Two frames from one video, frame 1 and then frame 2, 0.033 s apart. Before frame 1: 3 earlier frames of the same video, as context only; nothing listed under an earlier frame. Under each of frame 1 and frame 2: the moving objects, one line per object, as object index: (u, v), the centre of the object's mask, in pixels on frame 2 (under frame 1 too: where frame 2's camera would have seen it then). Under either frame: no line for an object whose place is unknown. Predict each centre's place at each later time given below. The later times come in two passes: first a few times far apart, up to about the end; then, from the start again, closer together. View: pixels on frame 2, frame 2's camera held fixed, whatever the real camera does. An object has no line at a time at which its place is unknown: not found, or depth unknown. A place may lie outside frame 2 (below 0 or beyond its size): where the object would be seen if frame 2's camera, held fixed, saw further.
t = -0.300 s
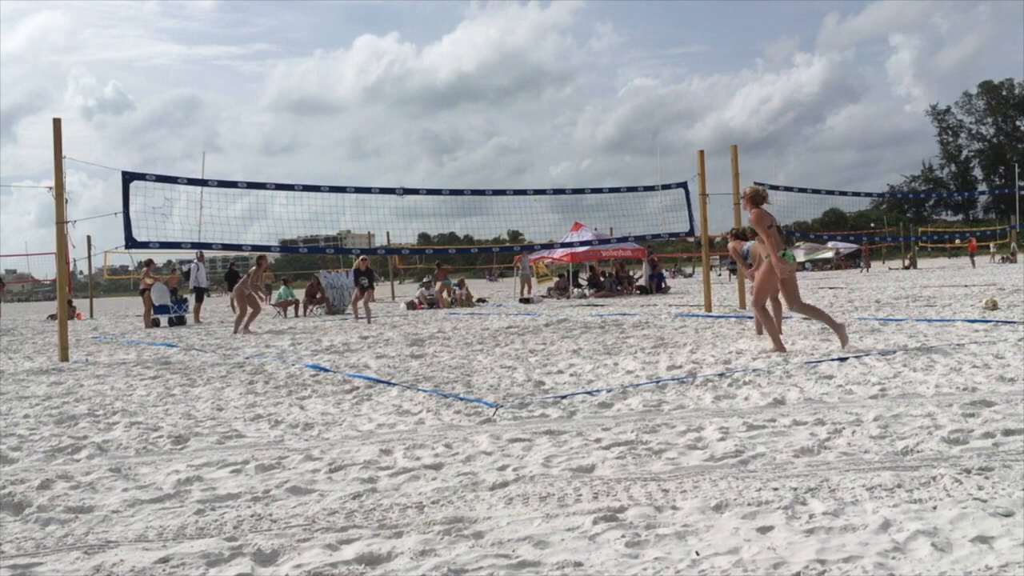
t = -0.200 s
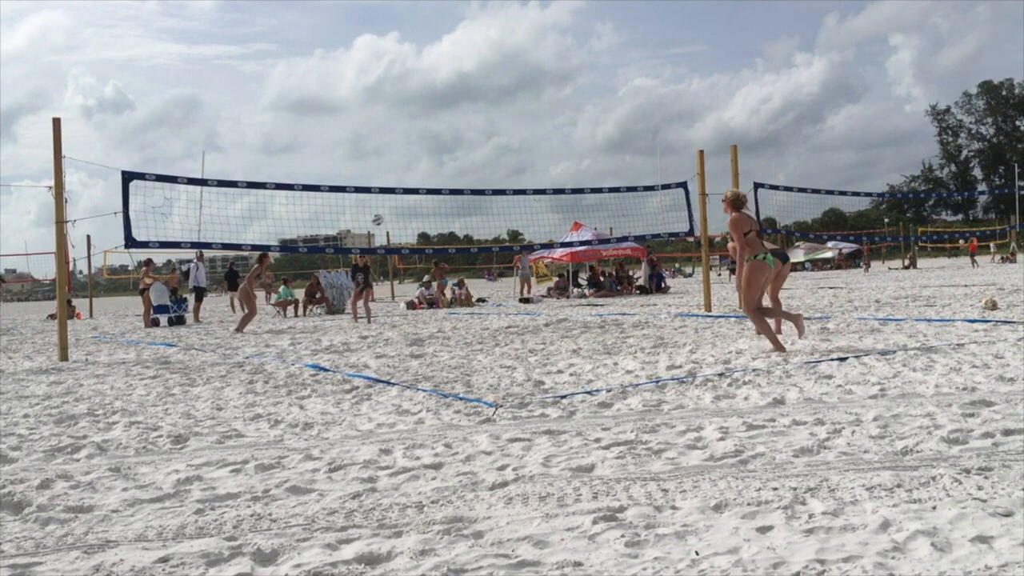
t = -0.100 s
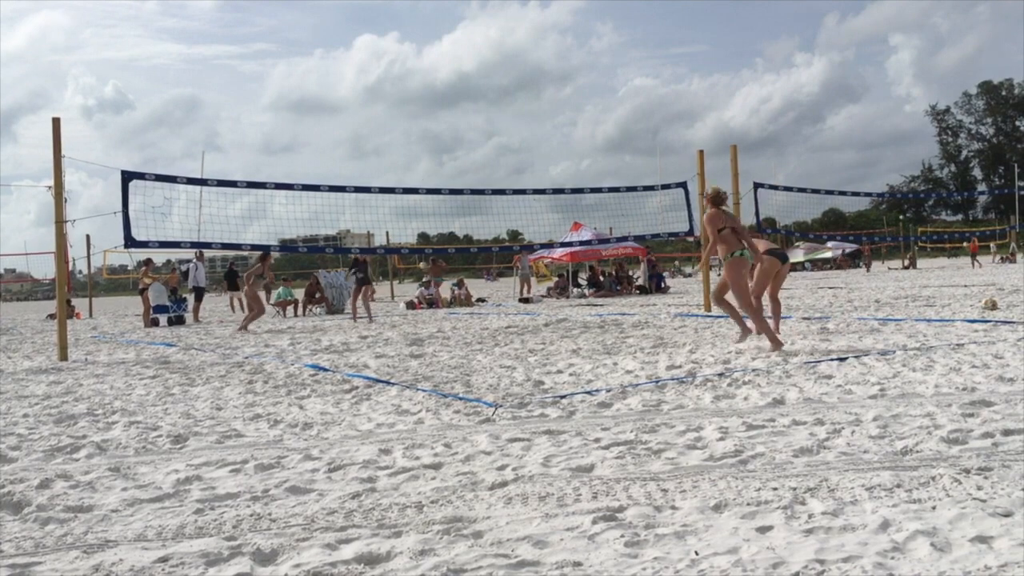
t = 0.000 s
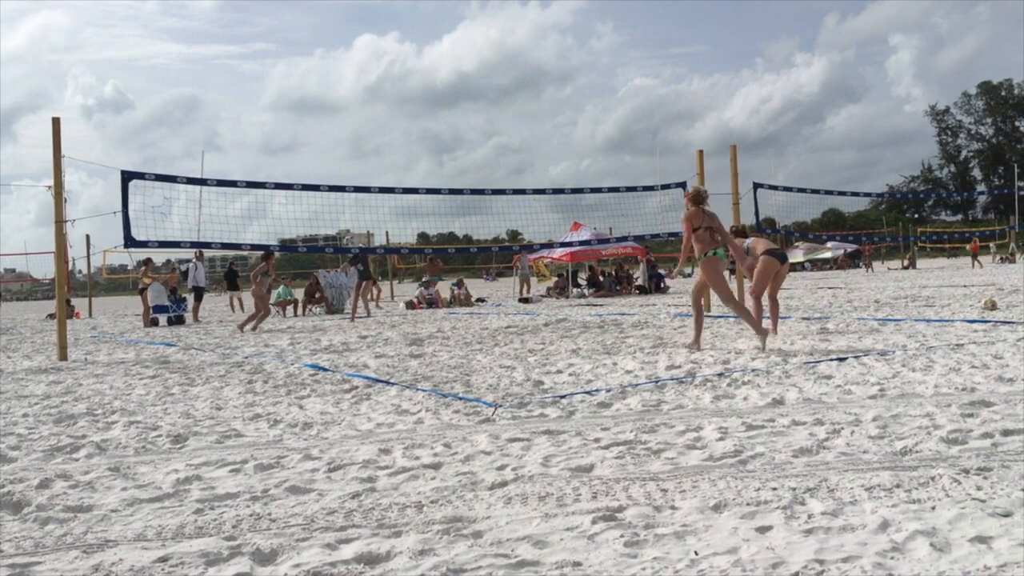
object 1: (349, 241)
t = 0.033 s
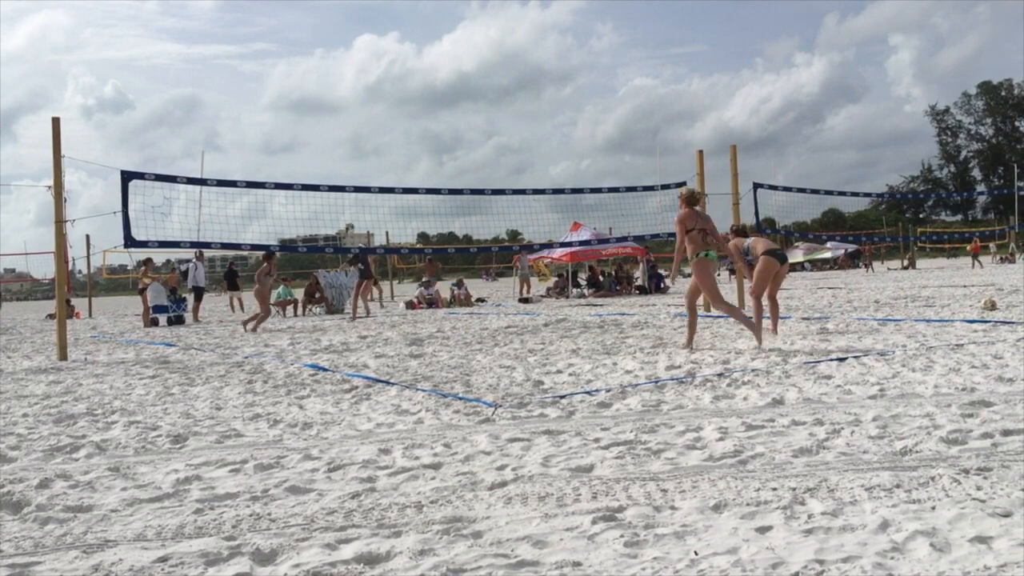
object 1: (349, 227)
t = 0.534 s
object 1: (357, 79)
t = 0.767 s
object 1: (368, 52)
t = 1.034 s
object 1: (385, 57)
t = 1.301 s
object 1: (409, 103)
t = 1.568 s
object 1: (439, 194)
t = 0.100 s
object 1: (350, 202)
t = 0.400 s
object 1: (353, 108)
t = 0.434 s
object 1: (354, 100)
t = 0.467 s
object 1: (355, 92)
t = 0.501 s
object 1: (356, 86)
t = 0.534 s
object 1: (357, 79)
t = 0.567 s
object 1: (358, 74)
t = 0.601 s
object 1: (360, 69)
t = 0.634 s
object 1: (361, 64)
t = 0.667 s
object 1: (363, 60)
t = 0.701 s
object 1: (364, 57)
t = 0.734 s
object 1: (366, 54)
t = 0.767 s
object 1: (368, 52)
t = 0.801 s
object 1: (370, 50)
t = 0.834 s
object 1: (372, 50)
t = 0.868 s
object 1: (374, 49)
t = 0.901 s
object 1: (376, 49)
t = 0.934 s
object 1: (378, 50)
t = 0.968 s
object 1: (381, 52)
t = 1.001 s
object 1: (383, 54)
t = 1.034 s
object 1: (385, 57)
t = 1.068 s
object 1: (388, 61)
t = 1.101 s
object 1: (390, 65)
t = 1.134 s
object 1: (393, 70)
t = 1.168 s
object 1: (396, 75)
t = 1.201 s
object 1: (399, 81)
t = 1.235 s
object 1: (402, 88)
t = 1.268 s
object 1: (406, 95)
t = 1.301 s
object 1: (409, 103)
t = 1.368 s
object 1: (416, 122)
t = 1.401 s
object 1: (419, 132)
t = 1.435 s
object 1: (423, 142)
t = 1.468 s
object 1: (427, 154)
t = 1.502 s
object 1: (430, 166)
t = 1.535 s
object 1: (434, 178)
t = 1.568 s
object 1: (439, 194)
